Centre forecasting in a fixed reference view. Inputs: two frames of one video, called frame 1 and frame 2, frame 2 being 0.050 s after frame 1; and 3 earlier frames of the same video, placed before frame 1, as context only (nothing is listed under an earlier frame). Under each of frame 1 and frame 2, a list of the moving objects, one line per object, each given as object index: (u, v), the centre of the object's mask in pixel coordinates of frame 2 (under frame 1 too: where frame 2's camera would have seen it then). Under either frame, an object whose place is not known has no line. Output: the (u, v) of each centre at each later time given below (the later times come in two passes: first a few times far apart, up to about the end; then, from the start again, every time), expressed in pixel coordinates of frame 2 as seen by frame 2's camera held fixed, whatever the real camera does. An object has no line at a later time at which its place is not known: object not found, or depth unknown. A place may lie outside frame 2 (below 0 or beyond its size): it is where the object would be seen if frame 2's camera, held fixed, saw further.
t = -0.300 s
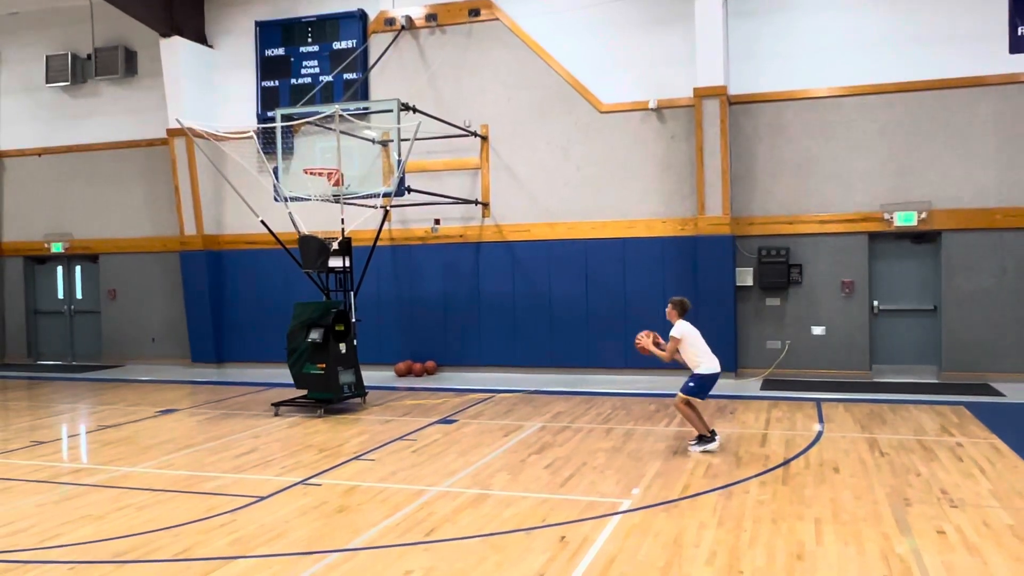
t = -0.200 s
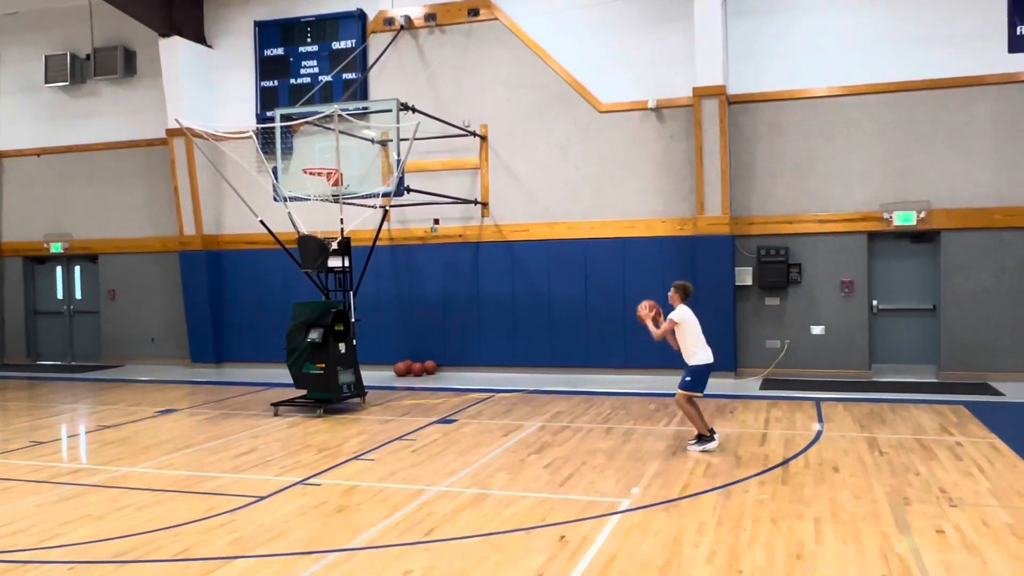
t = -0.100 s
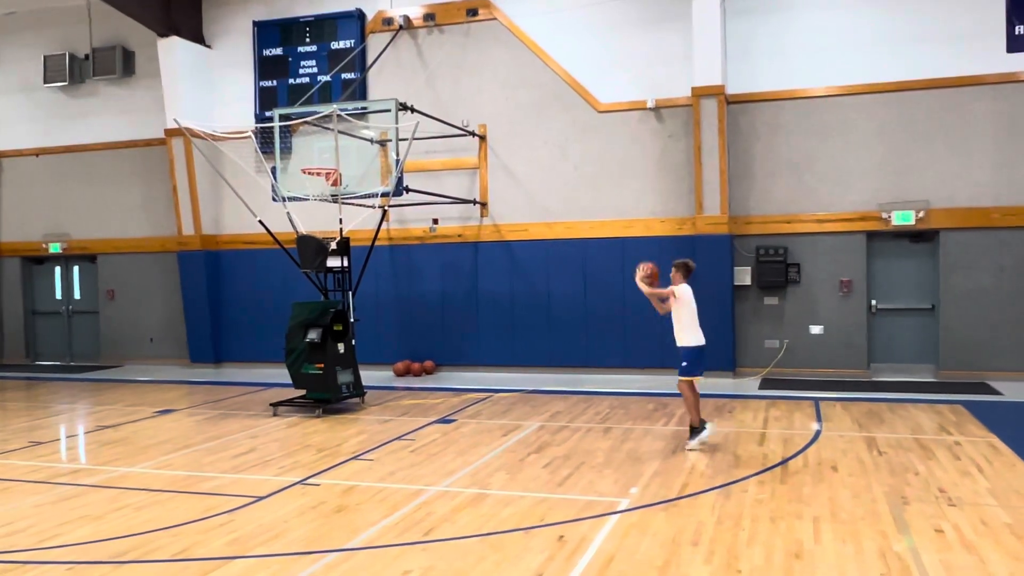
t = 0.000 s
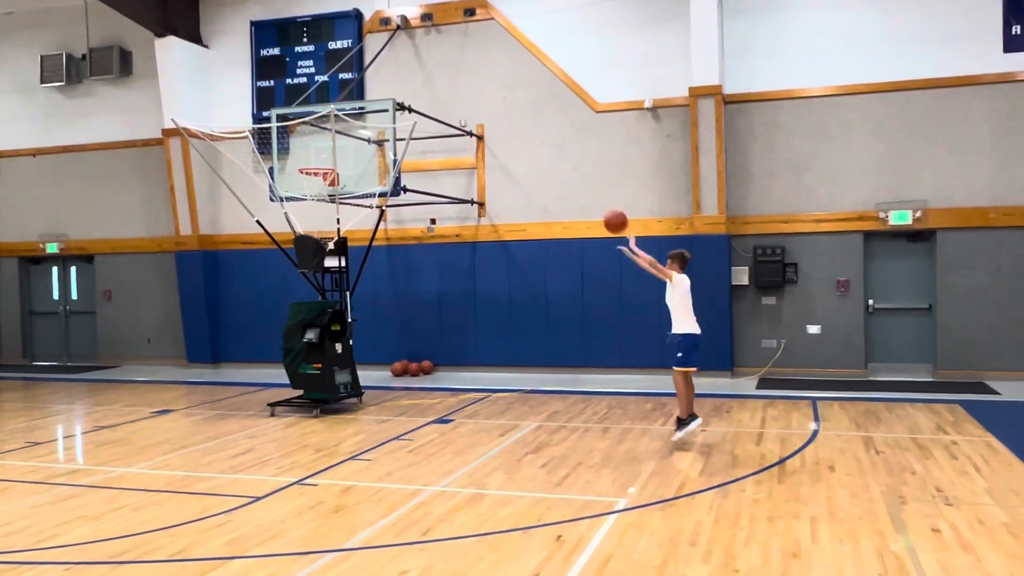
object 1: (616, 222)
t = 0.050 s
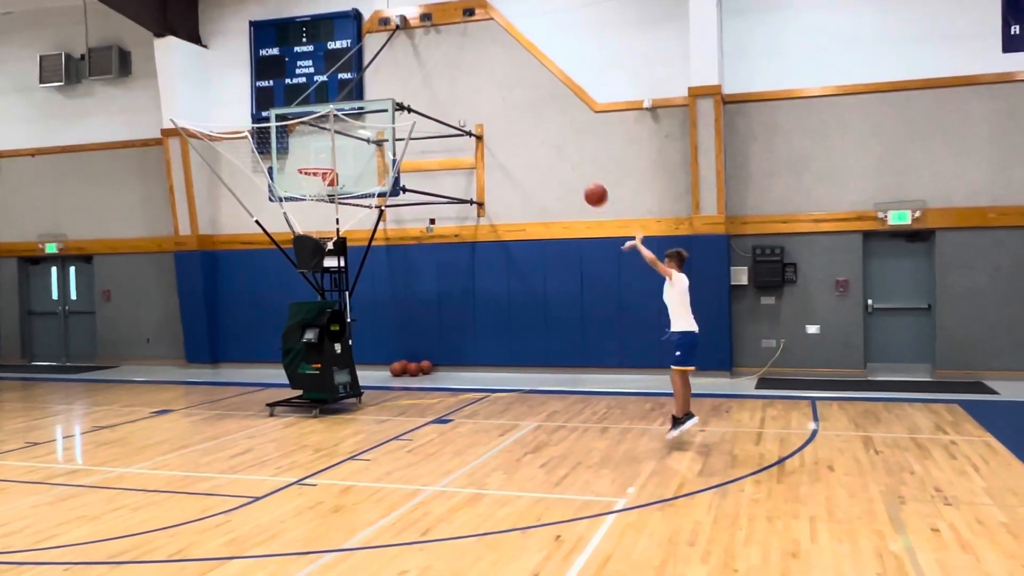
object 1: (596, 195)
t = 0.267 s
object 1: (520, 114)
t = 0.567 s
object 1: (430, 80)
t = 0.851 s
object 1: (359, 115)
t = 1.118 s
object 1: (323, 153)
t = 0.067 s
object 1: (590, 187)
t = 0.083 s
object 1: (583, 179)
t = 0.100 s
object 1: (577, 172)
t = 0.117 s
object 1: (572, 165)
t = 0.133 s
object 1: (566, 158)
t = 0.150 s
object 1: (560, 151)
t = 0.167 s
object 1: (554, 145)
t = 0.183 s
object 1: (548, 139)
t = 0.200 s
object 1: (543, 133)
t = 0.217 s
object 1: (537, 128)
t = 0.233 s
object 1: (531, 123)
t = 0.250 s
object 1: (526, 118)
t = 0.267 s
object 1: (520, 114)
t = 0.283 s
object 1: (515, 109)
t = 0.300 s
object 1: (509, 105)
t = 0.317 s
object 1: (504, 102)
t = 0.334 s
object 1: (499, 99)
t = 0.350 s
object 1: (494, 96)
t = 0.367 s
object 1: (488, 93)
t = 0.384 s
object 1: (483, 90)
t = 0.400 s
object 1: (478, 88)
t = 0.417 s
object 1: (473, 86)
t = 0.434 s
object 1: (468, 85)
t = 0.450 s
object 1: (463, 83)
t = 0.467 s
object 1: (459, 82)
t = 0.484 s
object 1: (454, 80)
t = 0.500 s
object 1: (449, 80)
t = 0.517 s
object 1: (444, 79)
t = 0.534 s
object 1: (439, 79)
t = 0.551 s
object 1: (435, 79)
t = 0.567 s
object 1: (430, 80)
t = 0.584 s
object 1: (426, 80)
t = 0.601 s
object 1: (421, 80)
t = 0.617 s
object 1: (417, 81)
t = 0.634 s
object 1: (412, 83)
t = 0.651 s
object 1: (408, 84)
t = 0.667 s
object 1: (404, 85)
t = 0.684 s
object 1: (399, 88)
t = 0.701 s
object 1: (395, 89)
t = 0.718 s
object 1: (391, 92)
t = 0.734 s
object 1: (387, 94)
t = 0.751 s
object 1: (382, 97)
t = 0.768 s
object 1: (378, 99)
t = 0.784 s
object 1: (374, 102)
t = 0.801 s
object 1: (370, 106)
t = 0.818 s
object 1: (366, 109)
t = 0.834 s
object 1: (362, 113)
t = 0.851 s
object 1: (359, 115)
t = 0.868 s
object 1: (355, 120)
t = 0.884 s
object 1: (350, 124)
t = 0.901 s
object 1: (347, 130)
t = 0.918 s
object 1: (342, 134)
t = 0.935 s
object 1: (340, 138)
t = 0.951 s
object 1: (335, 144)
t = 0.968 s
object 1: (332, 149)
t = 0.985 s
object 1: (328, 155)
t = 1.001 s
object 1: (324, 160)
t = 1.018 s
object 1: (323, 163)
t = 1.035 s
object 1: (323, 161)
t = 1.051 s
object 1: (323, 159)
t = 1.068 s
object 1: (323, 157)
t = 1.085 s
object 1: (323, 156)
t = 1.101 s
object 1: (323, 154)
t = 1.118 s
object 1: (323, 153)
